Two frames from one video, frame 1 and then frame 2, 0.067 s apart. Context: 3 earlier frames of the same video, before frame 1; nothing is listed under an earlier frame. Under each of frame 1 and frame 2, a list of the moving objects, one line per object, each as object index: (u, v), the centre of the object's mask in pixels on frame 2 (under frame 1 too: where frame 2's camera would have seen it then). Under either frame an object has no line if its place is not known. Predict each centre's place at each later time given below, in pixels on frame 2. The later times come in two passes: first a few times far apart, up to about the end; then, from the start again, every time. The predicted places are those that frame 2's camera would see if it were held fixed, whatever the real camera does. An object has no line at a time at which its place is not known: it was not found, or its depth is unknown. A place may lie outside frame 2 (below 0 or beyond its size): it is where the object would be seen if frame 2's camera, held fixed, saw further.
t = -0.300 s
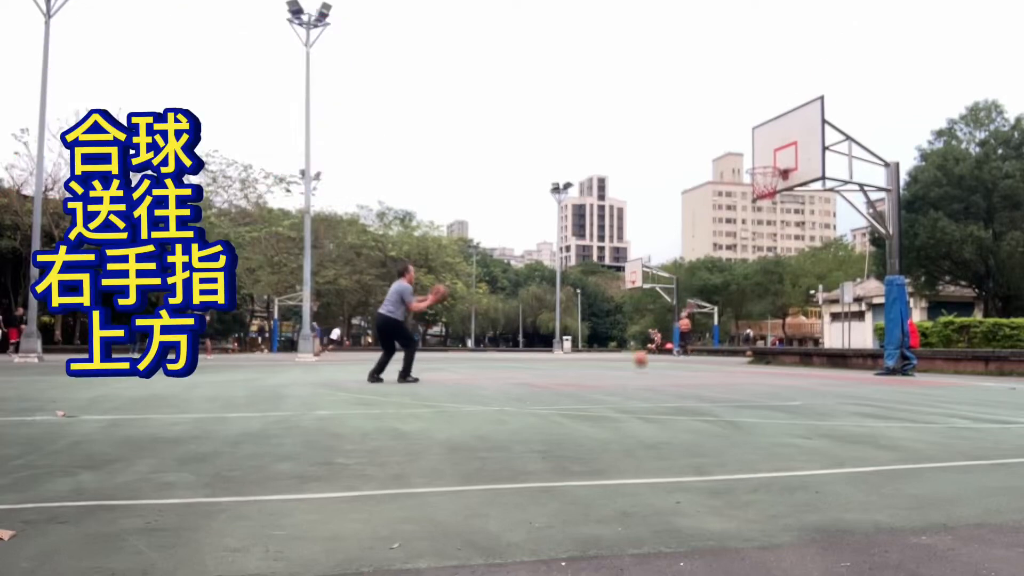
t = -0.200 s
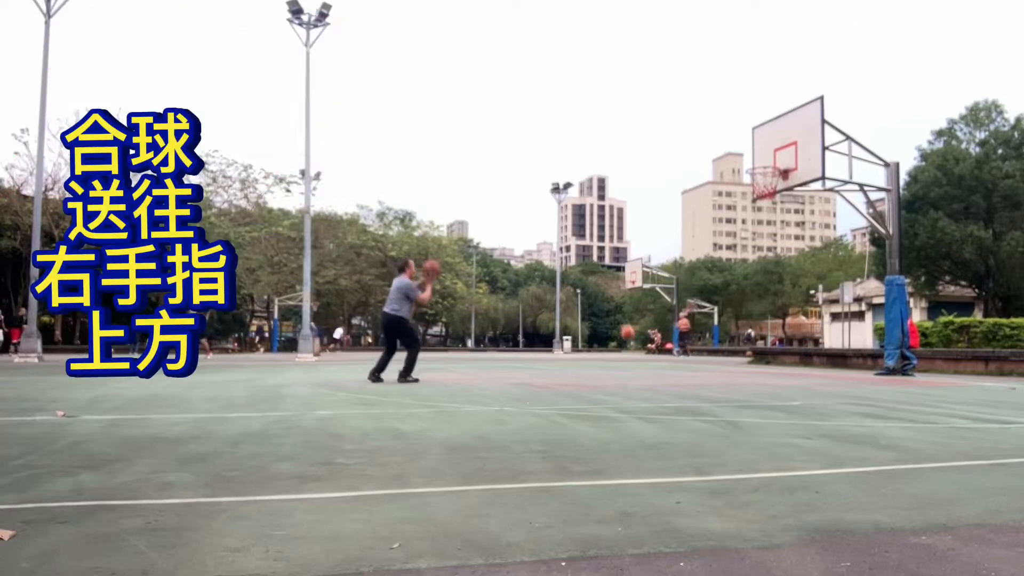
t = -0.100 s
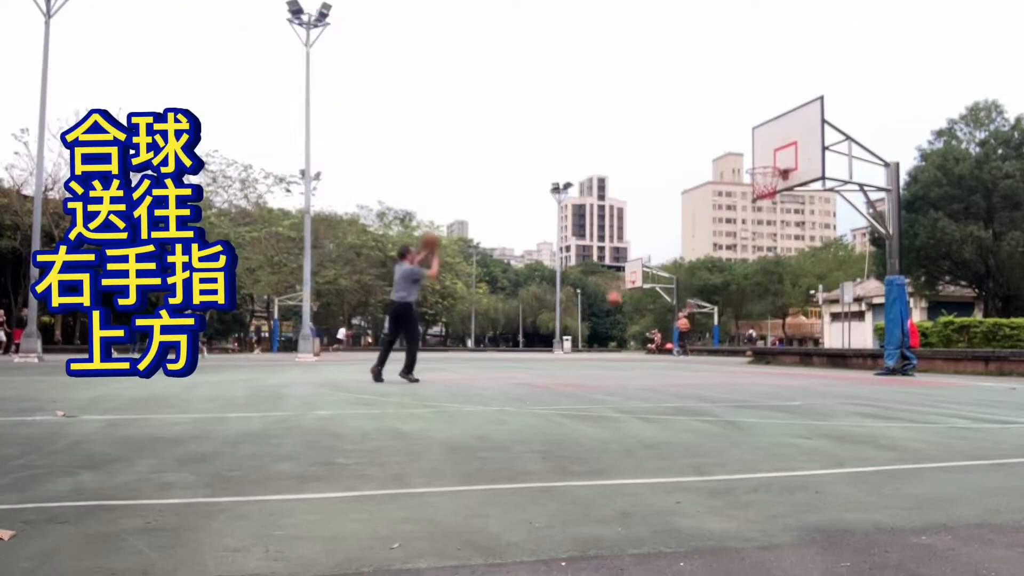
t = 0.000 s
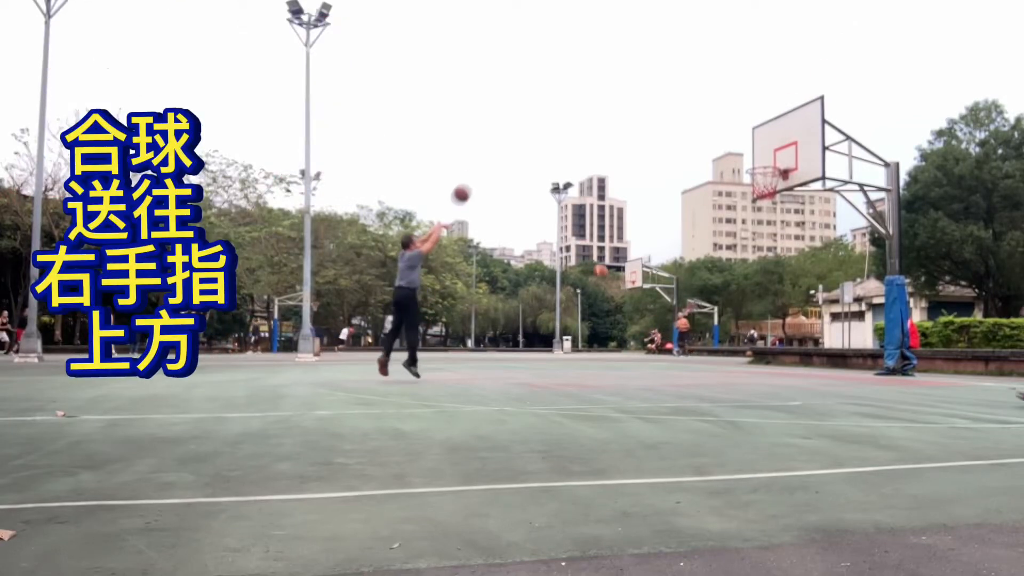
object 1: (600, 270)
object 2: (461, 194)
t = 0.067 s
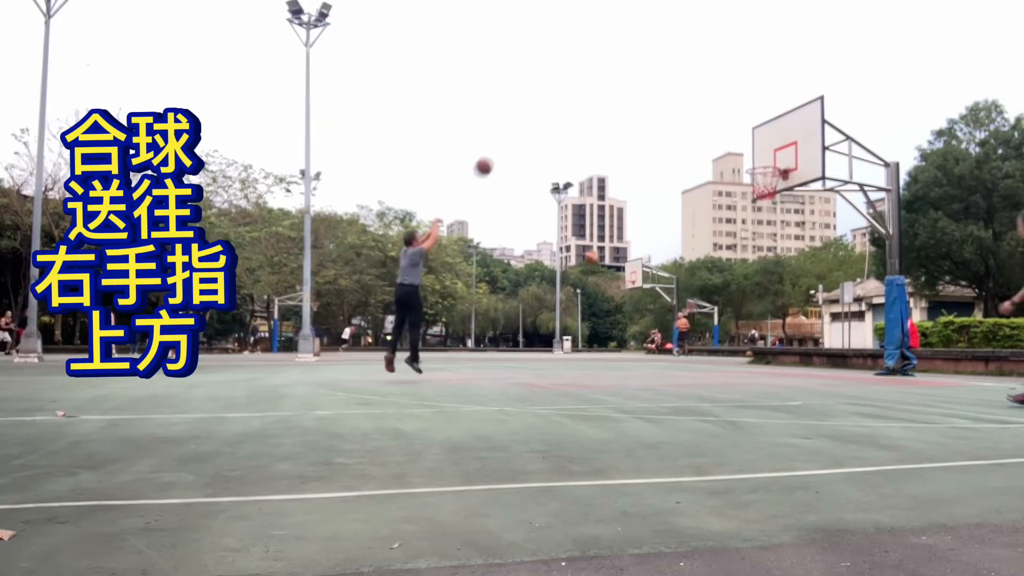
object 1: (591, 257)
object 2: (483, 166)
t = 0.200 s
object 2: (526, 124)
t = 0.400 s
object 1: (551, 225)
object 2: (583, 89)
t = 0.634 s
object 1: (523, 240)
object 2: (645, 83)
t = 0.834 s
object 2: (694, 107)
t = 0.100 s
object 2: (494, 154)
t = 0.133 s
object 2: (505, 143)
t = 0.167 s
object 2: (515, 134)
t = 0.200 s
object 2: (526, 124)
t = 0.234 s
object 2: (536, 116)
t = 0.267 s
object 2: (546, 109)
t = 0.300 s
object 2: (555, 103)
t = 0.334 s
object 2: (565, 97)
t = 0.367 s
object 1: (555, 226)
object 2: (574, 93)
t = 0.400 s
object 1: (551, 225)
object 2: (583, 89)
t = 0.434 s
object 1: (547, 226)
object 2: (593, 86)
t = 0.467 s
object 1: (543, 227)
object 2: (602, 83)
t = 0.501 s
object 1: (539, 228)
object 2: (610, 82)
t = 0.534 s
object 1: (535, 230)
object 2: (619, 81)
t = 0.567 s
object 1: (531, 233)
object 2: (628, 81)
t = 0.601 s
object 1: (527, 236)
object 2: (637, 82)
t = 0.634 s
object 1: (523, 240)
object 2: (645, 83)
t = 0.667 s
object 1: (520, 244)
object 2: (653, 86)
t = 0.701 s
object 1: (516, 249)
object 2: (662, 89)
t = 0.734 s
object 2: (670, 92)
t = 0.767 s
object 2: (678, 97)
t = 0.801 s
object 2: (686, 102)
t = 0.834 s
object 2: (694, 107)
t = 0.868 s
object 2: (702, 114)
